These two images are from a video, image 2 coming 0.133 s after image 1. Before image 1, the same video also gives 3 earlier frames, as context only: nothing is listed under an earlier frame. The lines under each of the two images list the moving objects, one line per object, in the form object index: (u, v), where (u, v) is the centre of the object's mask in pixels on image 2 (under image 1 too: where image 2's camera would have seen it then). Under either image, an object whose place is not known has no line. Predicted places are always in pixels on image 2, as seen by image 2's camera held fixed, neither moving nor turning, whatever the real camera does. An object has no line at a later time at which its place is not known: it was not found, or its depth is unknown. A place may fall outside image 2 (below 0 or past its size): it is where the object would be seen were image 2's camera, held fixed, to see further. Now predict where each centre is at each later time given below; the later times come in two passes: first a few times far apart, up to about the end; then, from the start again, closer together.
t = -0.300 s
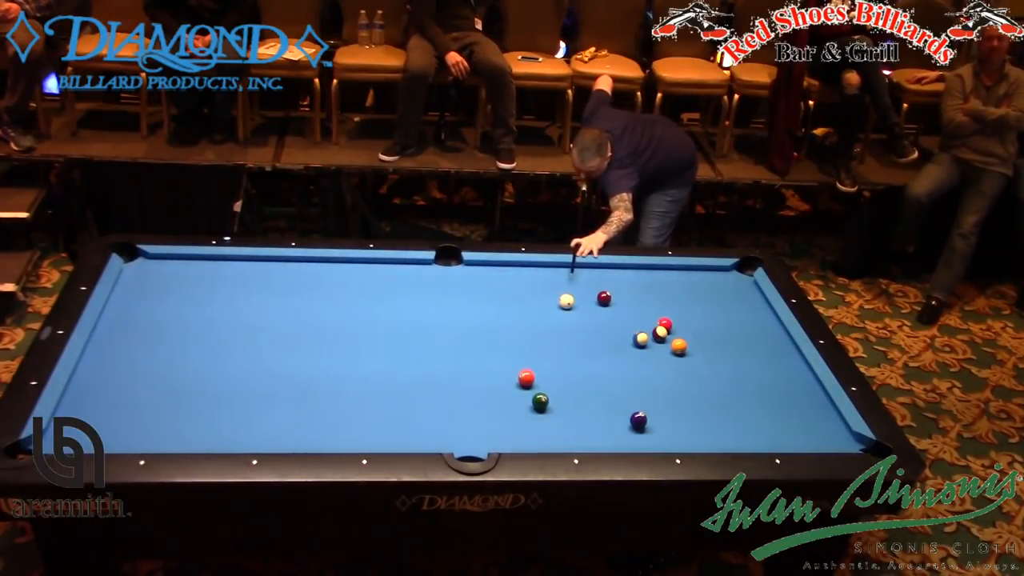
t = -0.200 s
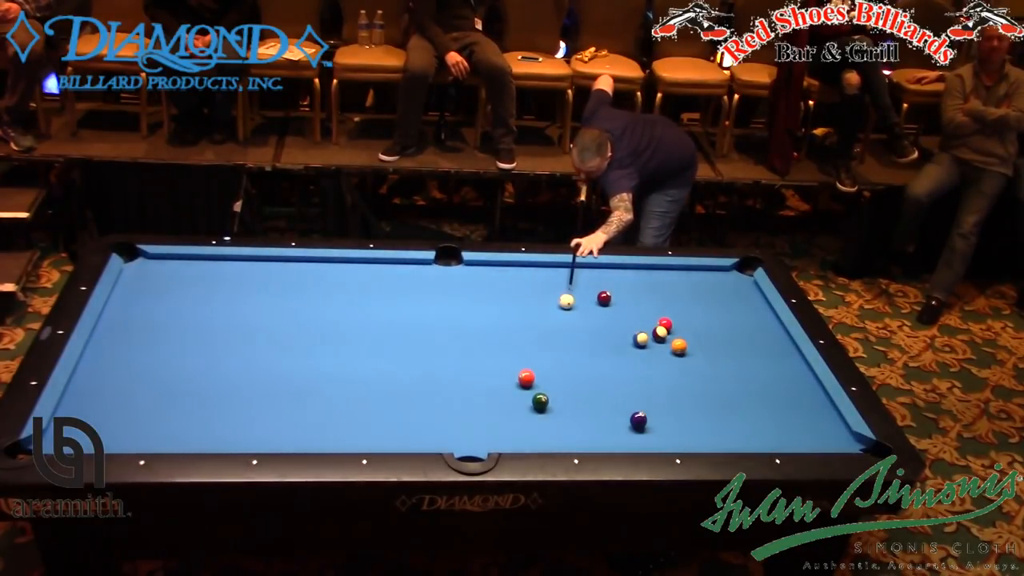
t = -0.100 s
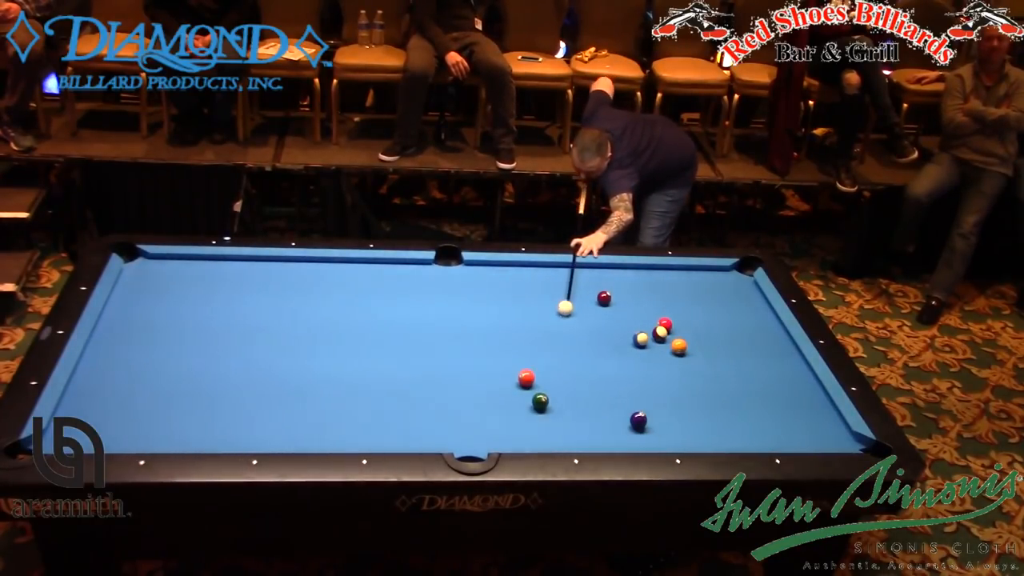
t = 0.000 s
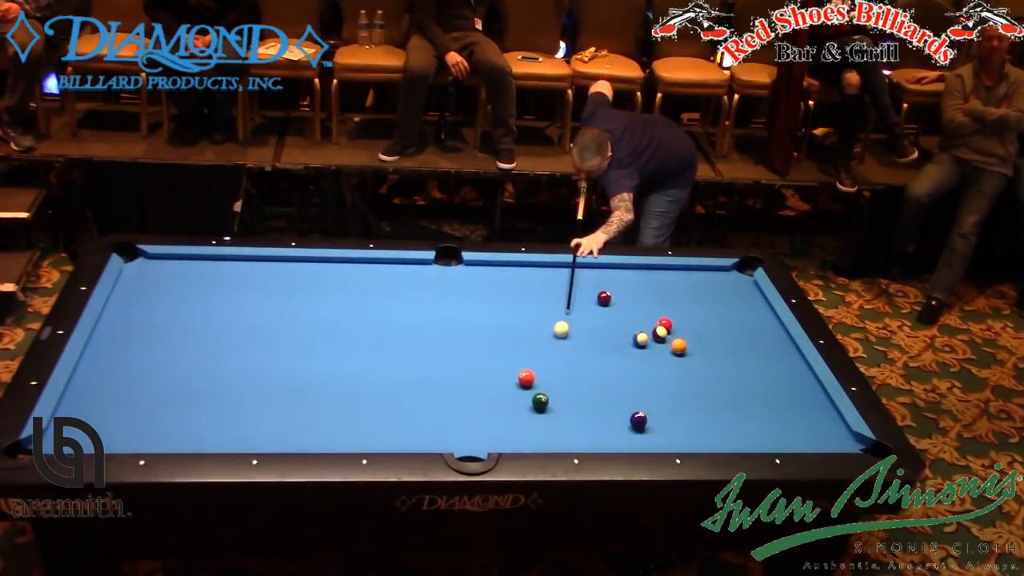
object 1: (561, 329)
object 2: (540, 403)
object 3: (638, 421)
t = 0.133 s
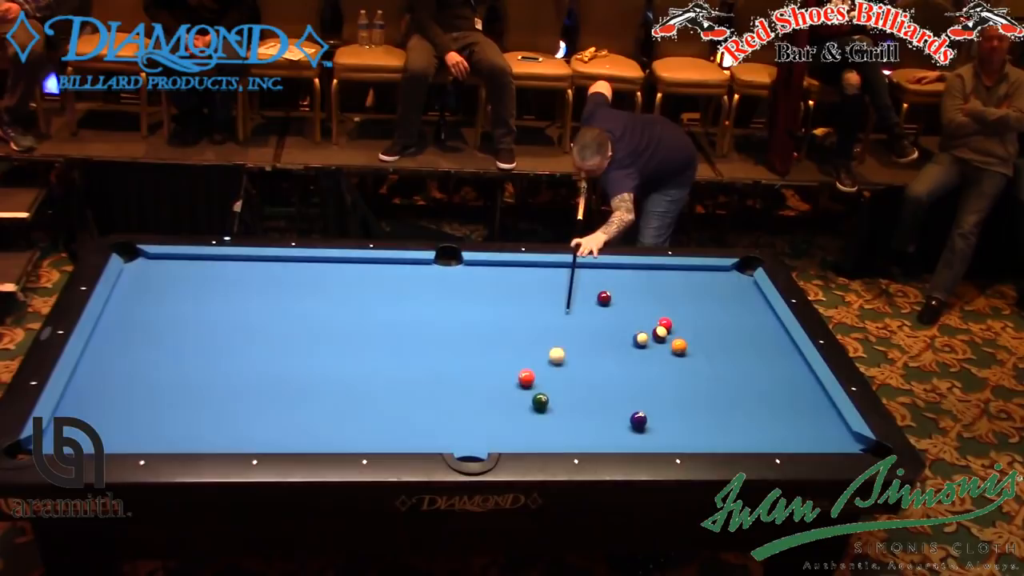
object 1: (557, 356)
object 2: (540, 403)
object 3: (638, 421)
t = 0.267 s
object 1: (553, 379)
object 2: (540, 403)
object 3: (638, 421)
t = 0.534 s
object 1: (569, 409)
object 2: (516, 419)
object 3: (638, 422)
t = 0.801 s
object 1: (595, 433)
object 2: (486, 438)
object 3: (638, 422)
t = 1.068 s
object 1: (615, 431)
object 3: (638, 421)
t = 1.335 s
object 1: (622, 420)
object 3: (647, 419)
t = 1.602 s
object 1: (621, 412)
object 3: (660, 416)
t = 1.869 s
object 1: (620, 405)
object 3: (672, 413)
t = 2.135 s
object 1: (619, 399)
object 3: (684, 410)
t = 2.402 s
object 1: (618, 394)
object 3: (693, 408)
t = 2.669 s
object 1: (617, 390)
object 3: (700, 406)
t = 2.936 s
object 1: (617, 387)
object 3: (707, 404)
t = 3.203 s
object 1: (616, 384)
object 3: (711, 402)
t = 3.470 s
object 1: (616, 383)
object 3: (714, 400)
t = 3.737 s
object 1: (617, 382)
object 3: (716, 399)
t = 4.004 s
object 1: (617, 382)
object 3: (717, 399)
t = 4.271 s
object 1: (617, 382)
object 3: (717, 398)
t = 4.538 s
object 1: (617, 382)
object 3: (717, 398)
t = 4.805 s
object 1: (617, 382)
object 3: (717, 398)
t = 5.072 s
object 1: (617, 382)
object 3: (717, 398)
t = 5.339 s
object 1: (617, 382)
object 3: (717, 398)
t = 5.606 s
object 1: (617, 382)
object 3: (717, 398)
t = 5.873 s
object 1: (617, 382)
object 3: (717, 398)
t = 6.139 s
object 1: (617, 382)
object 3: (717, 398)
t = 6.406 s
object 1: (617, 382)
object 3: (717, 398)
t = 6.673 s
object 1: (617, 382)
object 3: (717, 398)
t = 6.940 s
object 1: (617, 382)
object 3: (717, 398)
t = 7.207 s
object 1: (617, 382)
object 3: (717, 398)
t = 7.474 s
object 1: (617, 382)
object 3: (717, 398)
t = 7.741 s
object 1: (617, 383)
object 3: (717, 398)
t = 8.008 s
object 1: (617, 382)
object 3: (717, 398)
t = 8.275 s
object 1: (617, 383)
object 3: (717, 398)
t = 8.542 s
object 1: (617, 383)
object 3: (717, 398)
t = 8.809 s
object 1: (617, 383)
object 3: (717, 398)
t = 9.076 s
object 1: (617, 382)
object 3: (717, 398)
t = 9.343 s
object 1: (617, 383)
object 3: (717, 398)
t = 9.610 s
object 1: (617, 383)
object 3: (717, 398)
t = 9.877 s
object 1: (617, 383)
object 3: (717, 398)
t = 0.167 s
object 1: (555, 362)
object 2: (540, 403)
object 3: (638, 421)
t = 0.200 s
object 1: (555, 368)
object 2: (540, 403)
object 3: (638, 421)
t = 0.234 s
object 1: (553, 373)
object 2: (540, 403)
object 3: (638, 421)
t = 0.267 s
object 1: (553, 379)
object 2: (540, 403)
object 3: (638, 421)
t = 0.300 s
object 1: (552, 384)
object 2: (540, 403)
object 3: (638, 422)
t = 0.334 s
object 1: (551, 389)
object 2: (540, 403)
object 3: (638, 421)
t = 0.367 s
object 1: (552, 394)
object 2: (538, 404)
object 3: (638, 422)
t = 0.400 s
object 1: (555, 397)
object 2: (534, 407)
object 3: (638, 421)
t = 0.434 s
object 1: (559, 400)
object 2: (529, 410)
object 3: (638, 422)
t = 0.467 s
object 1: (563, 403)
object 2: (524, 413)
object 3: (638, 422)
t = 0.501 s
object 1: (566, 406)
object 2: (520, 416)
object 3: (638, 422)
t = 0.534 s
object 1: (569, 409)
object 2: (516, 419)
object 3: (638, 422)
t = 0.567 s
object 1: (572, 412)
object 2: (513, 421)
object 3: (638, 422)
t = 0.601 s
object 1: (576, 415)
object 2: (509, 424)
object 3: (638, 422)
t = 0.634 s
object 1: (579, 418)
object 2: (505, 426)
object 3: (638, 422)
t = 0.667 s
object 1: (582, 421)
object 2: (502, 429)
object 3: (638, 422)
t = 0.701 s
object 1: (585, 424)
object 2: (498, 431)
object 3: (638, 422)
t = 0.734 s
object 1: (589, 427)
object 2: (494, 433)
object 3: (638, 422)
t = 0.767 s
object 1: (592, 430)
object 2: (490, 435)
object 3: (638, 422)
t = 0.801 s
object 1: (595, 433)
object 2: (486, 438)
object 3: (638, 422)
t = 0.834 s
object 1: (598, 435)
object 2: (483, 441)
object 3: (638, 421)
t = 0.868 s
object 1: (602, 437)
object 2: (479, 444)
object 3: (638, 421)
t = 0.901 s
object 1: (605, 438)
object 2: (475, 446)
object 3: (638, 422)
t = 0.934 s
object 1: (607, 436)
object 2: (472, 448)
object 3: (638, 421)
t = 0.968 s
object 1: (609, 435)
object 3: (638, 421)
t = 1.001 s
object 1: (611, 434)
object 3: (638, 421)
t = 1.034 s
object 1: (613, 432)
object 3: (638, 421)
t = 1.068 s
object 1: (615, 431)
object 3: (638, 421)
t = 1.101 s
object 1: (617, 429)
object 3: (638, 421)
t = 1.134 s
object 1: (619, 427)
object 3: (638, 421)
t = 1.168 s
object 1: (622, 426)
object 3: (638, 421)
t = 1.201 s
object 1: (623, 424)
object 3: (639, 421)
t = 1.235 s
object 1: (623, 423)
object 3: (641, 421)
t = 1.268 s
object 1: (623, 422)
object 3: (643, 420)
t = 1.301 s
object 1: (622, 421)
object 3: (645, 420)
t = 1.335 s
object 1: (622, 420)
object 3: (647, 419)
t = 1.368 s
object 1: (622, 419)
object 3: (648, 419)
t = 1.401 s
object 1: (622, 418)
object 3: (650, 419)
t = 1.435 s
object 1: (622, 416)
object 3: (652, 418)
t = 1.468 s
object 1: (621, 415)
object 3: (654, 418)
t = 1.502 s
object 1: (621, 414)
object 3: (655, 417)
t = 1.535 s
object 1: (621, 413)
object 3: (657, 417)
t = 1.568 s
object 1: (621, 413)
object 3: (659, 417)
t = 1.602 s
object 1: (621, 412)
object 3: (660, 416)
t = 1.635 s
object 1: (620, 411)
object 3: (662, 416)
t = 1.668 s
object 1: (620, 410)
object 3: (664, 415)
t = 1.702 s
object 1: (620, 409)
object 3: (665, 415)
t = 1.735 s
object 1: (620, 408)
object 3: (667, 415)
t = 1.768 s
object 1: (620, 407)
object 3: (668, 414)
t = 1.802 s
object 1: (620, 406)
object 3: (670, 413)
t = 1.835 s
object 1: (620, 406)
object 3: (671, 413)
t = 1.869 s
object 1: (620, 405)
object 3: (672, 413)
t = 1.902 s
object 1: (619, 404)
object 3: (674, 413)
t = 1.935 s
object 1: (619, 403)
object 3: (675, 412)
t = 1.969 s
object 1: (619, 403)
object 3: (677, 412)
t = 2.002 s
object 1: (619, 402)
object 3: (678, 412)
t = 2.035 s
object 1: (619, 401)
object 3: (680, 411)
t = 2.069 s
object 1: (619, 400)
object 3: (681, 411)
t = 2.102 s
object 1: (619, 400)
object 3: (682, 411)
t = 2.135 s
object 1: (619, 399)
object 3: (684, 410)
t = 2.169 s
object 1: (619, 398)
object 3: (685, 410)
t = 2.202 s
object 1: (619, 397)
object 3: (686, 410)
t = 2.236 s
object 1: (619, 397)
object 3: (687, 409)
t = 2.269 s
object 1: (618, 396)
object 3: (688, 409)
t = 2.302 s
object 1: (618, 396)
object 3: (689, 409)
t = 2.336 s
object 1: (618, 395)
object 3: (691, 409)
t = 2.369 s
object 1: (618, 395)
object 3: (692, 408)
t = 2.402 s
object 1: (618, 394)
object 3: (693, 408)
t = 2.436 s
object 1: (618, 393)
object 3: (694, 407)
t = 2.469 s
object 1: (618, 393)
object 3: (695, 407)
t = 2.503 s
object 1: (618, 392)
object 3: (696, 407)
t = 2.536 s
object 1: (618, 392)
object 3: (697, 407)
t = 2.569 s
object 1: (618, 391)
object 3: (698, 407)
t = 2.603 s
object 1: (617, 391)
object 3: (699, 406)
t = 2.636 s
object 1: (617, 390)
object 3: (700, 406)
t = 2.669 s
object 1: (617, 390)
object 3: (700, 406)
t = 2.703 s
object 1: (617, 389)
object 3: (701, 405)
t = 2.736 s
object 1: (617, 389)
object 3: (702, 405)
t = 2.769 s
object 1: (617, 389)
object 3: (703, 405)
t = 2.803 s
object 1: (617, 388)
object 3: (704, 404)
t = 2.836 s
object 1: (617, 388)
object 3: (705, 404)
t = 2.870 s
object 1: (617, 387)
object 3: (705, 404)
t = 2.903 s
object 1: (617, 387)
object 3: (706, 404)
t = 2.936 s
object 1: (617, 387)
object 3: (707, 404)
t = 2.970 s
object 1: (616, 386)
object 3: (707, 403)
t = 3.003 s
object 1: (616, 386)
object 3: (708, 403)
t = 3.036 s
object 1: (616, 386)
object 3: (708, 403)
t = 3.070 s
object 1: (616, 385)
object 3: (709, 403)
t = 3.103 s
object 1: (617, 385)
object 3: (709, 402)
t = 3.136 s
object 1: (616, 385)
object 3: (710, 402)
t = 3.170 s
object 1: (616, 385)
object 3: (711, 402)
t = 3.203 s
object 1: (616, 384)
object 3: (711, 402)
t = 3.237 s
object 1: (616, 384)
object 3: (712, 402)
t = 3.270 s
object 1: (616, 384)
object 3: (712, 401)
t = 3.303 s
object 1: (616, 384)
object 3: (712, 401)
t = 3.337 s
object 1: (616, 384)
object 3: (713, 401)
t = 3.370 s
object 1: (616, 383)
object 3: (713, 401)
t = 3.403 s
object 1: (616, 383)
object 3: (713, 400)
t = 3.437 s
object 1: (617, 383)
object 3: (714, 400)
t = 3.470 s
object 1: (616, 383)
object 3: (714, 400)
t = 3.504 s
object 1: (617, 383)
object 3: (714, 400)
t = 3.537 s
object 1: (617, 383)
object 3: (715, 400)
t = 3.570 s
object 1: (617, 383)
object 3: (715, 400)
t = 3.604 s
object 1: (617, 383)
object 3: (715, 400)
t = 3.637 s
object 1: (617, 383)
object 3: (716, 399)
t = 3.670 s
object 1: (617, 382)
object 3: (716, 399)
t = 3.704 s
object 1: (617, 382)
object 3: (716, 399)
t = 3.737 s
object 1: (617, 382)
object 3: (716, 399)
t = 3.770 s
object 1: (617, 382)
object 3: (716, 399)
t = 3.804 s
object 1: (617, 382)
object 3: (717, 399)
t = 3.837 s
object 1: (617, 382)
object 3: (717, 399)
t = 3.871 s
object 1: (617, 382)
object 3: (717, 399)
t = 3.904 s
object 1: (617, 382)
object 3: (717, 399)
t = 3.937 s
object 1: (617, 382)
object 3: (717, 399)
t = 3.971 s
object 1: (617, 382)
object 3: (717, 399)
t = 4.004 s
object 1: (617, 382)
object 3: (717, 399)
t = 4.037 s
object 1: (617, 382)
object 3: (717, 398)
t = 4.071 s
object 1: (617, 382)
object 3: (717, 398)
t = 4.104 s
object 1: (617, 382)
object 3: (717, 398)
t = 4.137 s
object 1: (617, 382)
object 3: (717, 398)
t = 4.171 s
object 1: (617, 382)
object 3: (717, 398)
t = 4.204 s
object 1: (617, 382)
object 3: (717, 398)
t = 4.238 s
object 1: (617, 382)
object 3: (717, 398)
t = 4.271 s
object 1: (617, 382)
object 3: (717, 398)
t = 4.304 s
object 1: (617, 382)
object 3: (717, 398)
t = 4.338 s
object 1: (617, 382)
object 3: (717, 398)
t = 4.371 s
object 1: (617, 382)
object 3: (717, 398)
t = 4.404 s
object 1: (617, 382)
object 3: (717, 398)
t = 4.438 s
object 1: (617, 382)
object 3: (717, 398)
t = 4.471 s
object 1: (617, 382)
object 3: (717, 398)
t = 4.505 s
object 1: (617, 382)
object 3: (717, 398)
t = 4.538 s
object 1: (617, 382)
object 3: (717, 398)
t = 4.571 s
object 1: (617, 382)
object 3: (717, 398)
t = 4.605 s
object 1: (617, 382)
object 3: (717, 398)
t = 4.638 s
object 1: (617, 382)
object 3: (717, 398)
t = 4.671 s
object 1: (617, 382)
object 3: (717, 398)
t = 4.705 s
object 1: (617, 382)
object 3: (717, 398)
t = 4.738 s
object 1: (617, 382)
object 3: (717, 398)
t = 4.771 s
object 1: (617, 382)
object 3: (717, 398)
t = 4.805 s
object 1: (617, 382)
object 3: (717, 398)
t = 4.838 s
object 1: (617, 382)
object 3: (717, 398)
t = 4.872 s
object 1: (617, 382)
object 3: (717, 398)
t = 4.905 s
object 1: (617, 382)
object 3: (717, 398)
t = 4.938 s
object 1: (617, 382)
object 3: (717, 398)
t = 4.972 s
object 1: (617, 382)
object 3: (717, 398)
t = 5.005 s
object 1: (617, 382)
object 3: (717, 398)
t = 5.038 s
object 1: (617, 382)
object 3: (717, 398)
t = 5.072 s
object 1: (617, 382)
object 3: (717, 398)
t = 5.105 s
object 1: (617, 382)
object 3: (717, 398)
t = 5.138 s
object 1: (617, 382)
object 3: (717, 398)
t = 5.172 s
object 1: (617, 382)
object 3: (717, 398)
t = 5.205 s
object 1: (617, 382)
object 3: (717, 398)
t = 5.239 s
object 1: (617, 382)
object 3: (717, 398)
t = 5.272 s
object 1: (617, 382)
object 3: (717, 398)
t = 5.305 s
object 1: (617, 382)
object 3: (717, 398)
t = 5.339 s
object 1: (617, 382)
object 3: (717, 398)
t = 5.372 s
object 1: (617, 382)
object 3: (717, 398)
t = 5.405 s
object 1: (617, 382)
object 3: (717, 398)
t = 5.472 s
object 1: (617, 382)
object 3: (717, 398)
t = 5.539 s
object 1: (617, 382)
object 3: (717, 398)
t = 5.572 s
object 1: (617, 382)
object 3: (717, 398)
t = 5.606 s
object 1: (617, 382)
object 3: (717, 398)
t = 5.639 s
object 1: (617, 382)
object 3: (717, 398)
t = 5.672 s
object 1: (617, 382)
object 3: (717, 398)
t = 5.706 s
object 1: (617, 382)
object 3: (717, 398)
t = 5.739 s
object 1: (617, 382)
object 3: (717, 398)
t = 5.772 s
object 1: (617, 382)
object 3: (717, 398)
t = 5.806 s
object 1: (617, 382)
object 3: (717, 398)
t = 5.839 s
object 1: (617, 382)
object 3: (717, 398)
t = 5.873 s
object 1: (617, 382)
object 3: (717, 398)
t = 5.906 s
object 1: (617, 382)
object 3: (717, 398)
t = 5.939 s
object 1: (617, 382)
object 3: (717, 398)
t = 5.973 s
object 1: (617, 382)
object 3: (717, 398)
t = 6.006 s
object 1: (617, 382)
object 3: (717, 398)
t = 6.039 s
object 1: (617, 382)
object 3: (717, 398)
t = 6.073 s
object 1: (617, 382)
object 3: (717, 398)
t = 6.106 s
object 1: (617, 382)
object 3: (717, 398)
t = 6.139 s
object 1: (617, 382)
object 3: (717, 398)
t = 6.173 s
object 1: (617, 382)
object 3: (717, 398)
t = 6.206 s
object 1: (617, 382)
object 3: (717, 398)
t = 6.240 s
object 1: (617, 382)
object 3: (717, 398)
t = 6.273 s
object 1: (617, 382)
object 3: (717, 398)
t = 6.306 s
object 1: (617, 382)
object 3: (717, 398)
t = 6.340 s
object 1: (617, 382)
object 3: (717, 398)
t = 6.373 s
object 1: (617, 382)
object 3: (717, 398)
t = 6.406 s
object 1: (617, 382)
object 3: (717, 398)
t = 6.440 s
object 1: (617, 382)
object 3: (717, 398)
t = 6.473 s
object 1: (617, 382)
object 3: (717, 398)
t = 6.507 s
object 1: (617, 382)
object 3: (717, 398)
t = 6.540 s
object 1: (617, 382)
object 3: (717, 398)
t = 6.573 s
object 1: (617, 382)
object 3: (717, 398)
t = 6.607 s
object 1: (617, 382)
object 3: (717, 398)
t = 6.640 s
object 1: (617, 382)
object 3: (717, 398)
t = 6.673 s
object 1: (617, 382)
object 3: (717, 398)
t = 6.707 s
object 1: (617, 382)
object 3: (717, 398)
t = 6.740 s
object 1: (617, 382)
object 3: (717, 398)
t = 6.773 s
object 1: (617, 382)
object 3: (717, 398)
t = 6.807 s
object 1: (617, 382)
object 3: (717, 398)
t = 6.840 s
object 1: (617, 382)
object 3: (717, 398)
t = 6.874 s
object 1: (617, 382)
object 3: (717, 398)
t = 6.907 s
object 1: (617, 382)
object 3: (717, 398)
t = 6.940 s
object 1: (617, 382)
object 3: (717, 398)
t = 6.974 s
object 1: (617, 382)
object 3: (717, 398)
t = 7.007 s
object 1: (617, 382)
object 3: (717, 398)
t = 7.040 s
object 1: (617, 382)
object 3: (717, 398)
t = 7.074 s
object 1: (617, 382)
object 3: (717, 398)
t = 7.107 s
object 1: (617, 382)
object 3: (717, 398)
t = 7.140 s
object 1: (617, 382)
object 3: (717, 398)
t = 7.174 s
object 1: (617, 382)
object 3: (717, 398)
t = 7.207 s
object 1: (617, 382)
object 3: (717, 398)
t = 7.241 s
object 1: (617, 383)
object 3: (717, 398)
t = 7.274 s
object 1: (617, 382)
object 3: (717, 398)
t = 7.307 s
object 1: (617, 382)
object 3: (717, 398)
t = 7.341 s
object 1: (617, 382)
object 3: (717, 398)
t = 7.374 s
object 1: (617, 383)
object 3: (717, 398)
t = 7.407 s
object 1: (617, 383)
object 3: (717, 398)
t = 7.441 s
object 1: (617, 383)
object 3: (717, 398)
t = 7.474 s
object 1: (617, 382)
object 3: (717, 398)
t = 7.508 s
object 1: (617, 383)
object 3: (717, 398)
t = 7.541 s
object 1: (617, 382)
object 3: (717, 398)
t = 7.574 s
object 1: (617, 382)
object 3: (717, 398)
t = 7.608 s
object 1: (617, 382)
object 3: (717, 398)
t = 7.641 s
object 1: (617, 382)
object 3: (717, 398)
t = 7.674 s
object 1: (617, 383)
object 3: (717, 398)
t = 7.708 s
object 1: (617, 383)
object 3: (717, 398)
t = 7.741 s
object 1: (617, 383)
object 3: (717, 398)
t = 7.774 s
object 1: (617, 383)
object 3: (717, 398)
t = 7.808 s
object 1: (617, 383)
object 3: (717, 398)
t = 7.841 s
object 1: (617, 382)
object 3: (717, 398)
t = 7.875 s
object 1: (617, 382)
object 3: (717, 398)
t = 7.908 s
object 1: (617, 382)
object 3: (717, 398)
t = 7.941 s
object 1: (617, 382)
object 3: (717, 398)
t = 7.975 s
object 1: (617, 382)
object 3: (717, 398)
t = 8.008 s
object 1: (617, 382)
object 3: (717, 398)
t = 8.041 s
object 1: (617, 382)
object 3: (717, 398)
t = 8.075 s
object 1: (617, 383)
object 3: (717, 398)
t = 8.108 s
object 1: (617, 383)
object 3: (717, 398)
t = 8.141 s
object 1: (617, 383)
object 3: (717, 398)
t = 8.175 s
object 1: (617, 382)
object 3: (717, 398)
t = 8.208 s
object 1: (617, 383)
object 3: (717, 398)
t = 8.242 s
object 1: (617, 383)
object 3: (717, 398)
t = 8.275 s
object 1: (617, 383)
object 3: (717, 398)
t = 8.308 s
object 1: (617, 383)
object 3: (717, 398)
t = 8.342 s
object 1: (617, 383)
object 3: (717, 398)
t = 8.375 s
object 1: (617, 383)
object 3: (717, 398)
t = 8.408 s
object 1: (617, 383)
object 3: (717, 398)
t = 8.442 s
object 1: (617, 382)
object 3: (717, 398)
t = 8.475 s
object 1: (617, 383)
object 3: (717, 398)
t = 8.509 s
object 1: (617, 383)
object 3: (717, 398)
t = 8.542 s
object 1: (617, 383)
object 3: (717, 398)
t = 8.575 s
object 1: (617, 383)
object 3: (717, 398)
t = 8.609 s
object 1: (617, 382)
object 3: (717, 398)
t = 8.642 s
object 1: (617, 383)
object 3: (717, 398)
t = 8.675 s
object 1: (617, 383)
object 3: (717, 398)
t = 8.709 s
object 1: (617, 383)
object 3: (717, 398)
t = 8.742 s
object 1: (617, 383)
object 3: (717, 398)
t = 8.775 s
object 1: (617, 383)
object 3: (717, 398)
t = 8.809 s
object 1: (617, 383)
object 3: (717, 398)
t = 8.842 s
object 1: (617, 383)
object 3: (717, 398)
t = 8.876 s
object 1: (617, 383)
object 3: (717, 398)
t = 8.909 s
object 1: (617, 383)
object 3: (717, 398)
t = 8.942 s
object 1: (617, 383)
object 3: (717, 398)
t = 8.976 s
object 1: (617, 383)
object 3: (717, 398)
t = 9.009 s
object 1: (617, 383)
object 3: (717, 398)
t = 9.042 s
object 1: (617, 382)
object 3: (717, 398)
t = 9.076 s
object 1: (617, 382)
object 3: (717, 398)
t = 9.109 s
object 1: (617, 382)
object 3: (717, 398)
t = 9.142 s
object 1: (617, 382)
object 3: (717, 398)
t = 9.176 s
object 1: (617, 382)
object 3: (717, 398)
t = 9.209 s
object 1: (617, 383)
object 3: (717, 398)
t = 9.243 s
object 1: (617, 382)
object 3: (717, 398)
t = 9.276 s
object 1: (617, 382)
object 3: (717, 398)
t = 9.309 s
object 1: (617, 383)
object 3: (717, 398)
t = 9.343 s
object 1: (617, 383)
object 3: (717, 398)
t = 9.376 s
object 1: (617, 383)
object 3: (717, 398)
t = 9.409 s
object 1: (617, 383)
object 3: (717, 398)
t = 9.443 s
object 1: (617, 383)
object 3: (717, 398)
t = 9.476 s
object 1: (617, 383)
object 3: (717, 398)
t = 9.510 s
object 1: (617, 383)
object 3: (717, 398)
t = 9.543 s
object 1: (617, 383)
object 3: (717, 398)
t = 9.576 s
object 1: (617, 383)
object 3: (717, 398)
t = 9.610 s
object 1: (617, 383)
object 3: (717, 398)
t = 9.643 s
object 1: (617, 382)
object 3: (717, 398)
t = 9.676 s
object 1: (617, 382)
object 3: (717, 398)
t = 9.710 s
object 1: (617, 382)
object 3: (717, 398)
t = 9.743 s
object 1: (617, 383)
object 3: (717, 398)
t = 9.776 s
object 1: (617, 383)
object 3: (717, 398)
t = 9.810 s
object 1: (617, 383)
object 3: (717, 398)
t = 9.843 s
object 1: (617, 383)
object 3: (717, 398)
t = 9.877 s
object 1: (617, 383)
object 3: (717, 398)
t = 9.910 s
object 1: (617, 383)
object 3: (717, 398)
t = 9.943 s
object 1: (617, 383)
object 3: (717, 398)
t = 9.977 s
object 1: (617, 383)
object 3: (717, 398)
